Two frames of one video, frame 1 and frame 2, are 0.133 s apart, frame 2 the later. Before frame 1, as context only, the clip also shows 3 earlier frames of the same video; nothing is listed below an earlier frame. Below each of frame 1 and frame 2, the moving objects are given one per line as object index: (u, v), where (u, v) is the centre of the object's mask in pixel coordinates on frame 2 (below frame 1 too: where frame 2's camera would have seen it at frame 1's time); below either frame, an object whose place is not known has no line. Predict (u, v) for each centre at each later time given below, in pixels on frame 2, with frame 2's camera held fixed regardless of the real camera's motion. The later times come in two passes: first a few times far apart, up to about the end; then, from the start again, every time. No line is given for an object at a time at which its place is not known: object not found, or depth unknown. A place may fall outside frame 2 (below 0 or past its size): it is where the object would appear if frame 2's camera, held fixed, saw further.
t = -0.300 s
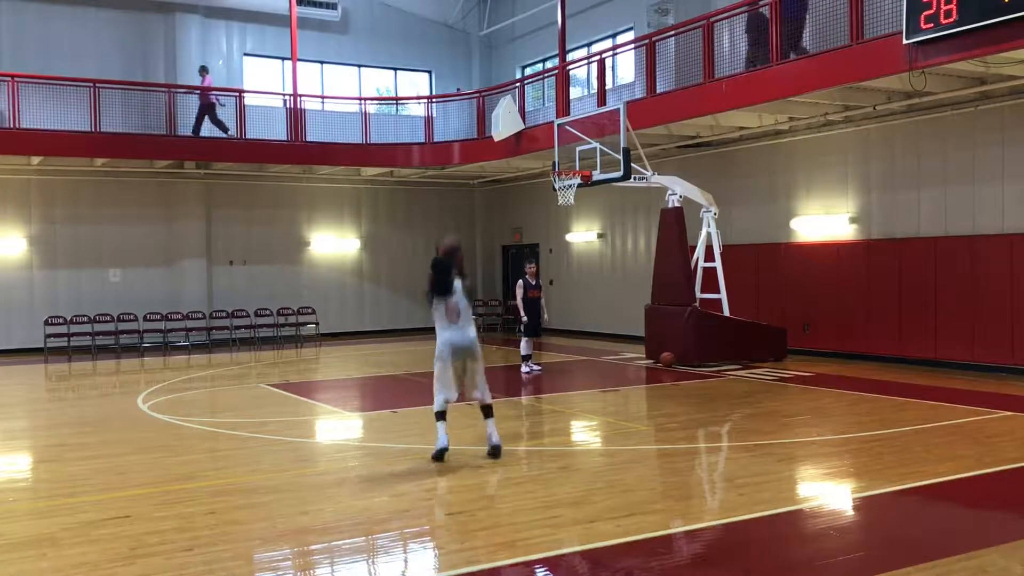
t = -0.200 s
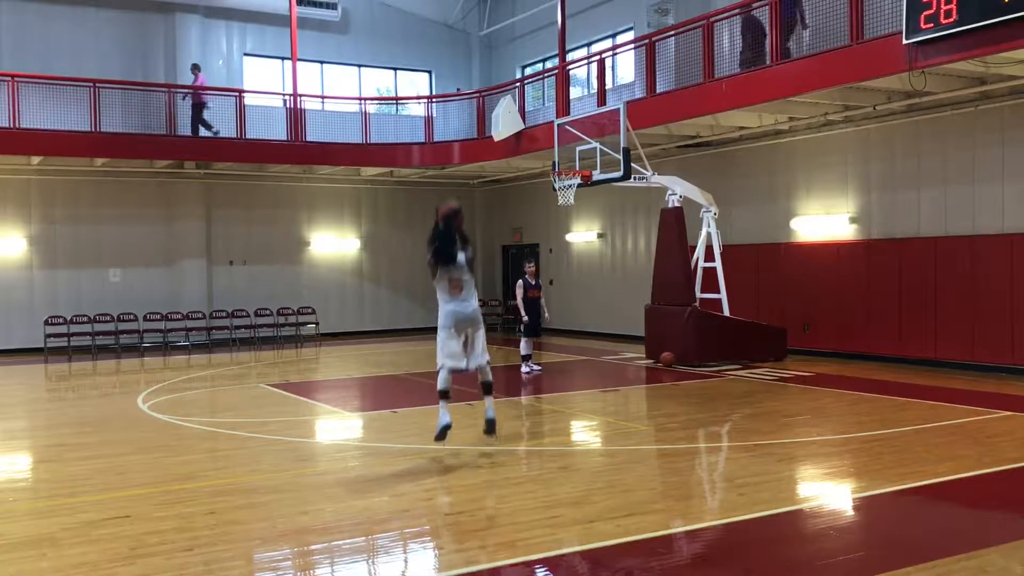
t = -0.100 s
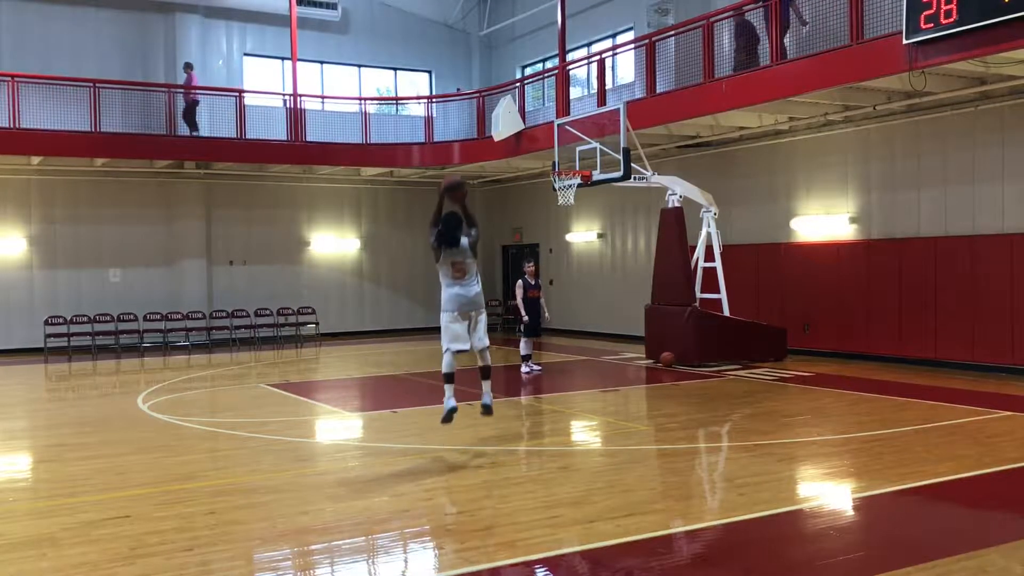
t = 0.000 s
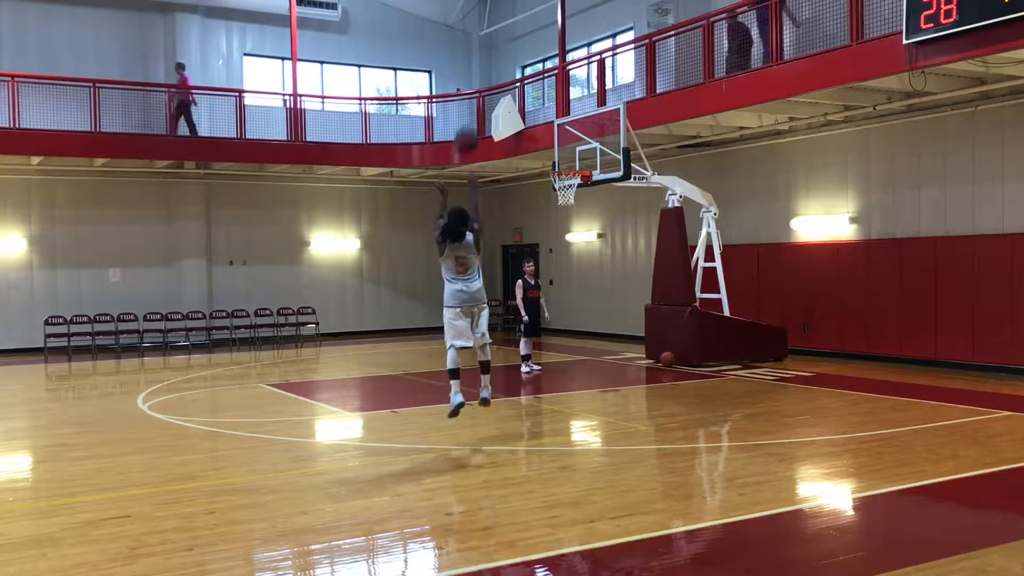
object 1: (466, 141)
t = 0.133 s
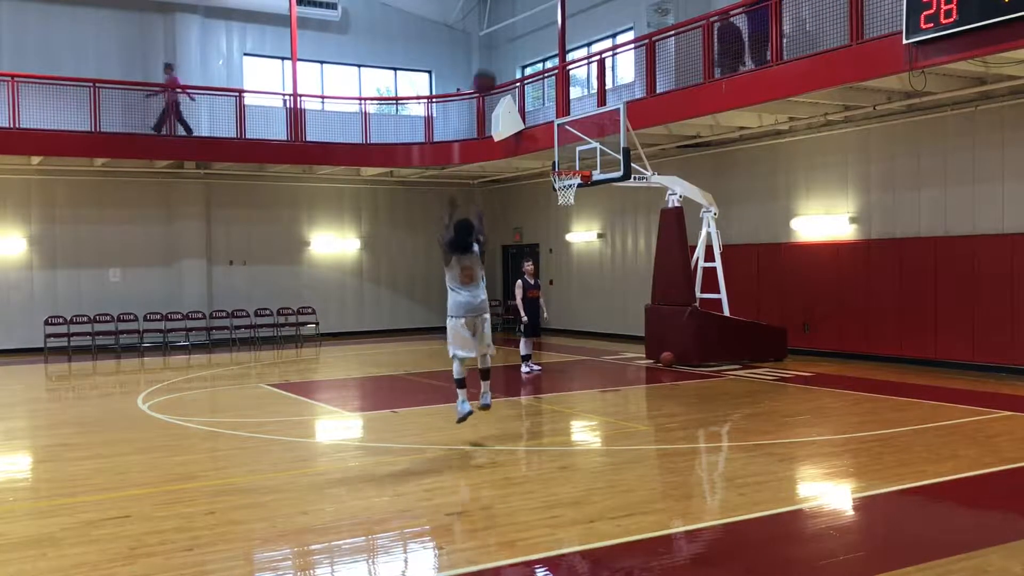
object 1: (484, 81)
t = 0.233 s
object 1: (496, 54)
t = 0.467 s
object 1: (521, 28)
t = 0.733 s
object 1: (544, 54)
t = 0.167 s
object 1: (488, 72)
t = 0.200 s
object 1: (492, 62)
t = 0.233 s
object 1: (496, 54)
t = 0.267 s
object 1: (500, 47)
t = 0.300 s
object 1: (504, 40)
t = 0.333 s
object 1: (507, 36)
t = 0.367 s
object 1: (511, 32)
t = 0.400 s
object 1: (514, 30)
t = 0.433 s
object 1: (517, 29)
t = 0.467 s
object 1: (521, 28)
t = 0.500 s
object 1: (524, 28)
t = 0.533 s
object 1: (527, 30)
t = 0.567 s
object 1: (530, 32)
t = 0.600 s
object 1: (533, 35)
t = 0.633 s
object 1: (536, 39)
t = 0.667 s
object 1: (539, 44)
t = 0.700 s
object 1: (541, 49)
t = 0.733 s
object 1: (544, 54)
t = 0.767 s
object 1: (547, 62)
